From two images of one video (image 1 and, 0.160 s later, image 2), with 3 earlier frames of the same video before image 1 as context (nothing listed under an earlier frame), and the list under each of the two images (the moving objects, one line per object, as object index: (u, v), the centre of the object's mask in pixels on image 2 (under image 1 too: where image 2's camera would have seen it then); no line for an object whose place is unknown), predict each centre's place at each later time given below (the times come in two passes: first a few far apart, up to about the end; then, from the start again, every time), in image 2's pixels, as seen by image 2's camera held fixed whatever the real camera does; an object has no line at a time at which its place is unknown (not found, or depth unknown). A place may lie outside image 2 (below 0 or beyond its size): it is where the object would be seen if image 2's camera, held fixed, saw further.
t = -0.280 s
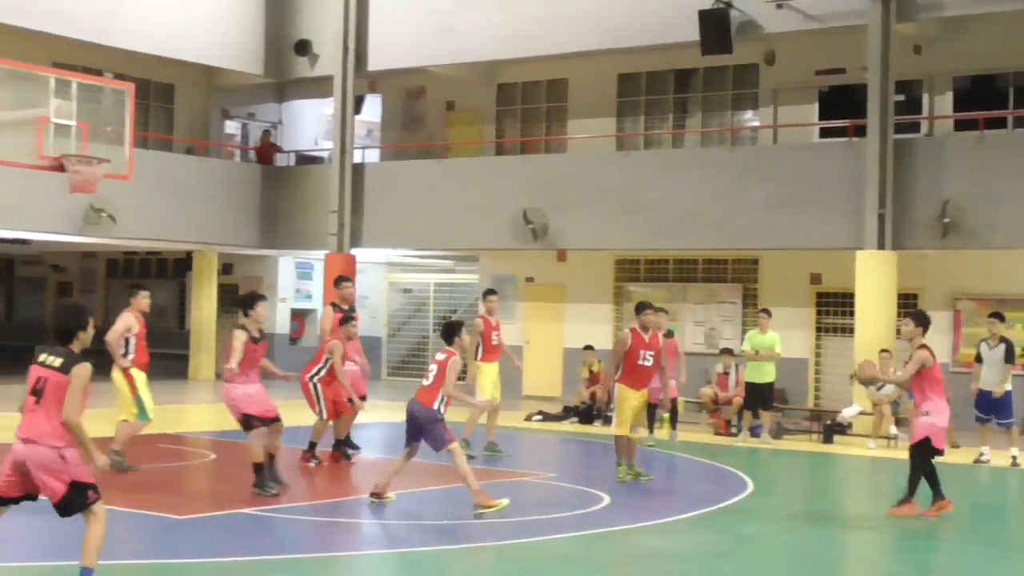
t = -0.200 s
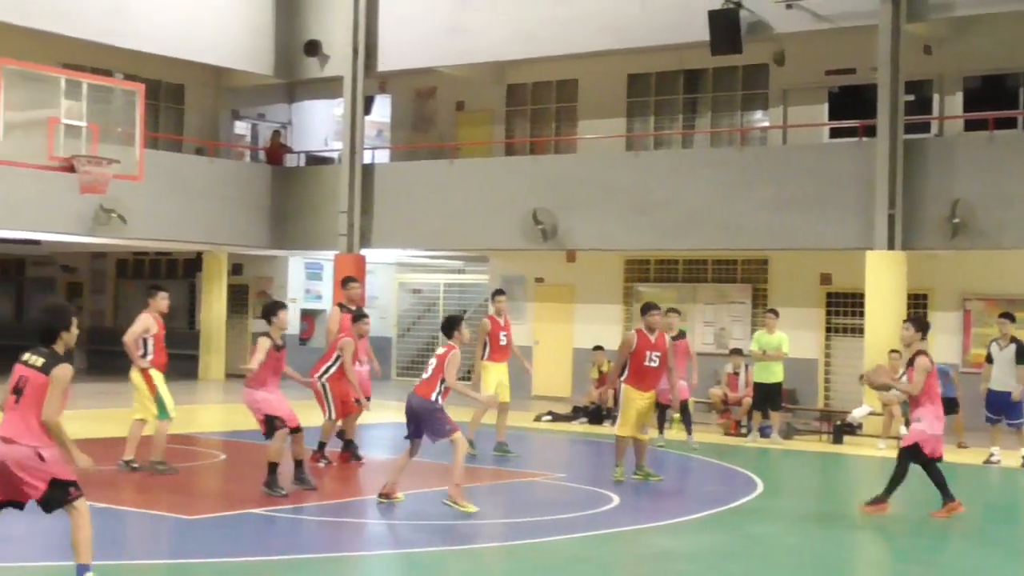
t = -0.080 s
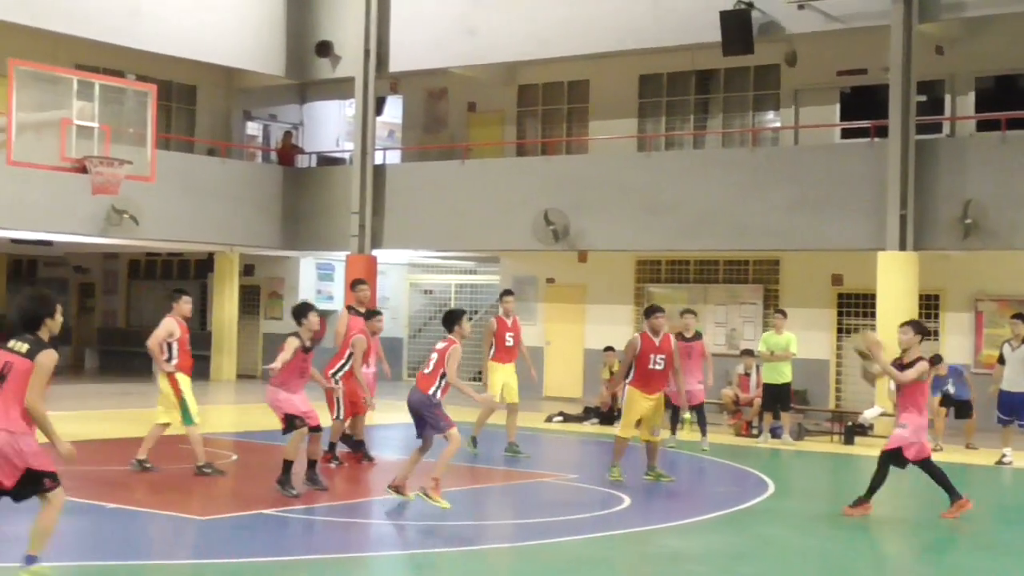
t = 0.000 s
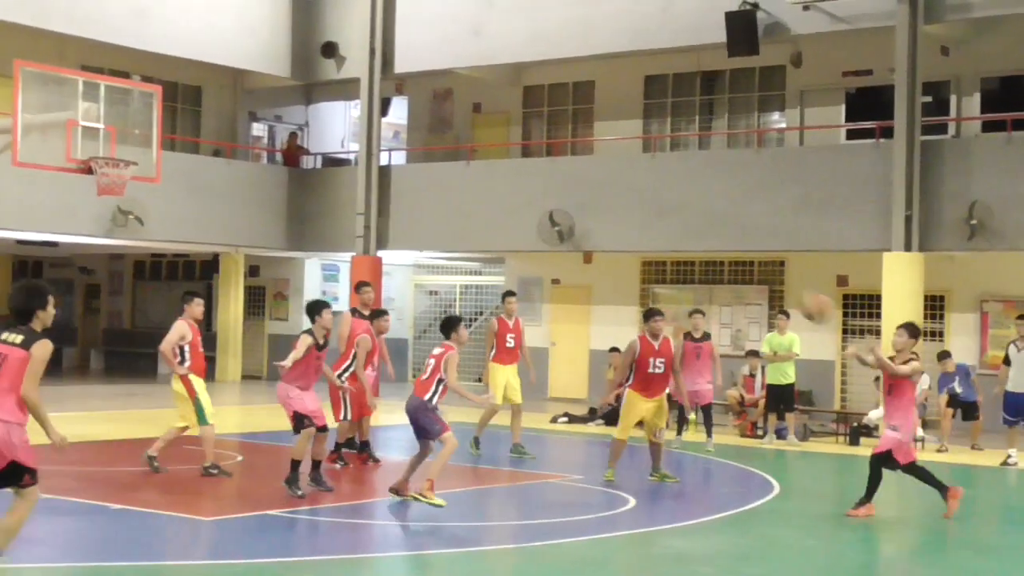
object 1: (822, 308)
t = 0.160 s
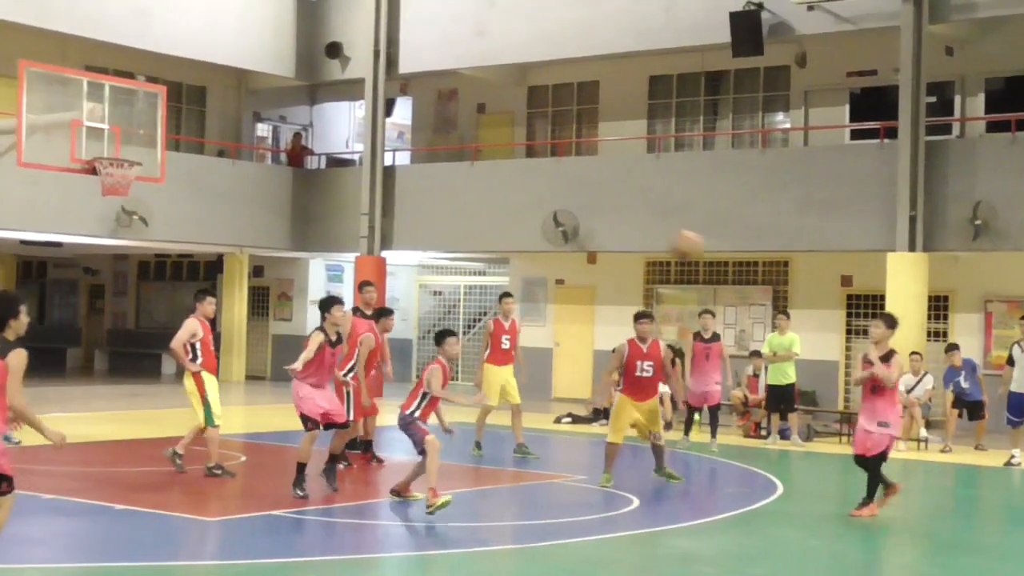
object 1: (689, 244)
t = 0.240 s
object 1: (615, 224)
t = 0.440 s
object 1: (402, 202)
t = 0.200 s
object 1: (653, 233)
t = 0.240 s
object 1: (615, 224)
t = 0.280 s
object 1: (573, 214)
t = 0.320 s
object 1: (533, 209)
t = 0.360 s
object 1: (490, 203)
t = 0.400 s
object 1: (446, 202)
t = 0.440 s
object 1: (402, 202)
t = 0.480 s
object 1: (353, 203)
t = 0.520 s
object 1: (306, 207)
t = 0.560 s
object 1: (253, 218)
